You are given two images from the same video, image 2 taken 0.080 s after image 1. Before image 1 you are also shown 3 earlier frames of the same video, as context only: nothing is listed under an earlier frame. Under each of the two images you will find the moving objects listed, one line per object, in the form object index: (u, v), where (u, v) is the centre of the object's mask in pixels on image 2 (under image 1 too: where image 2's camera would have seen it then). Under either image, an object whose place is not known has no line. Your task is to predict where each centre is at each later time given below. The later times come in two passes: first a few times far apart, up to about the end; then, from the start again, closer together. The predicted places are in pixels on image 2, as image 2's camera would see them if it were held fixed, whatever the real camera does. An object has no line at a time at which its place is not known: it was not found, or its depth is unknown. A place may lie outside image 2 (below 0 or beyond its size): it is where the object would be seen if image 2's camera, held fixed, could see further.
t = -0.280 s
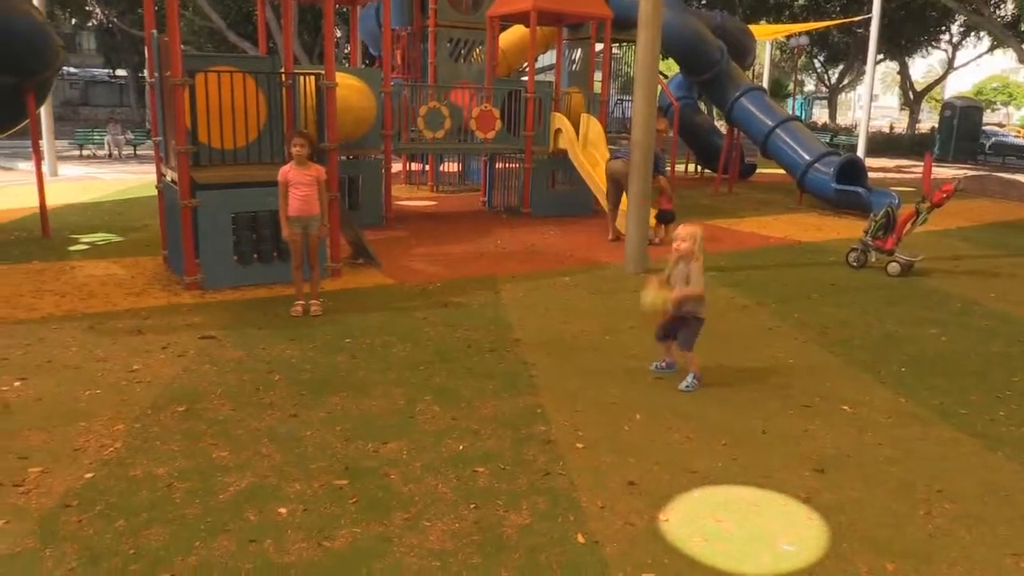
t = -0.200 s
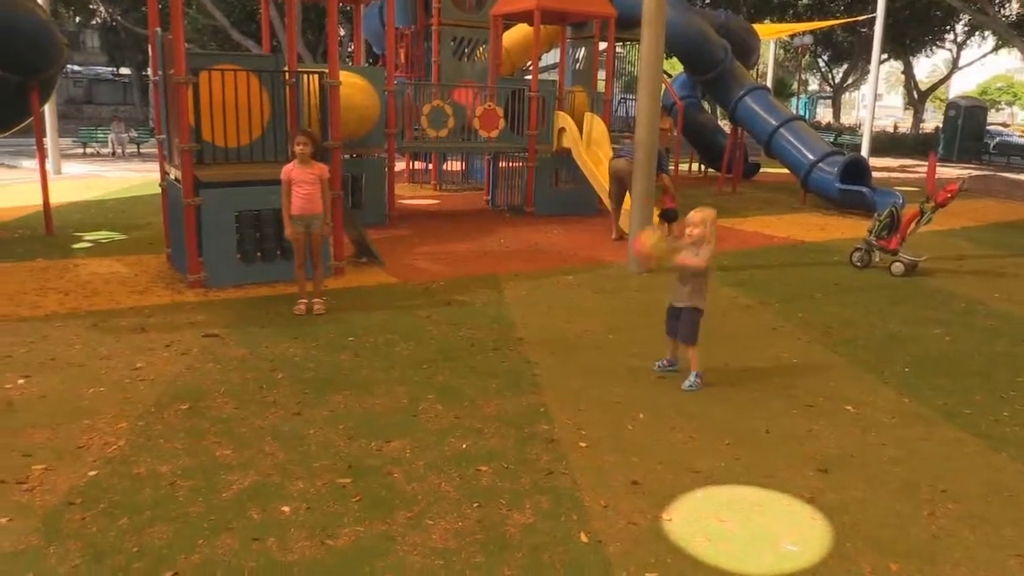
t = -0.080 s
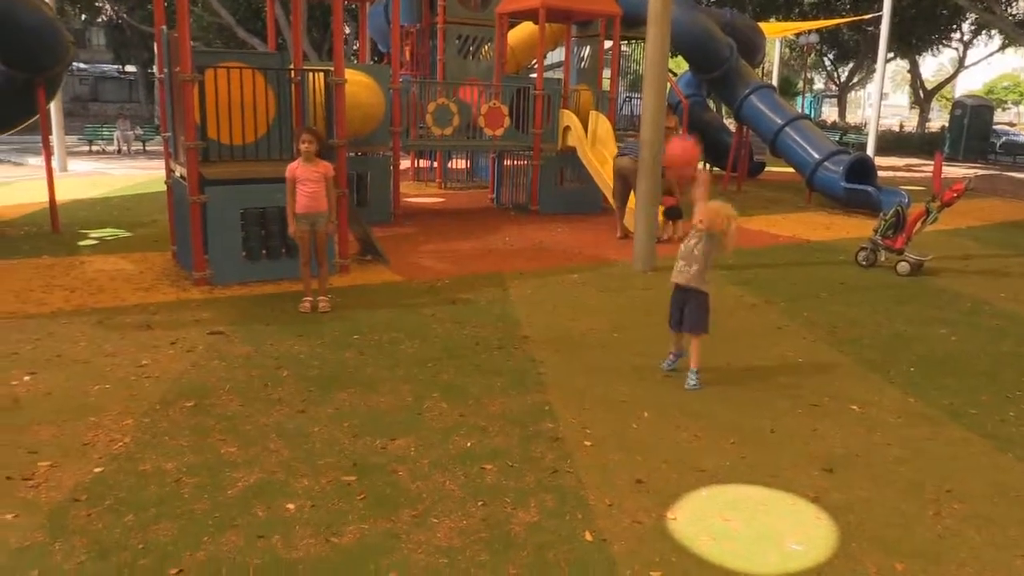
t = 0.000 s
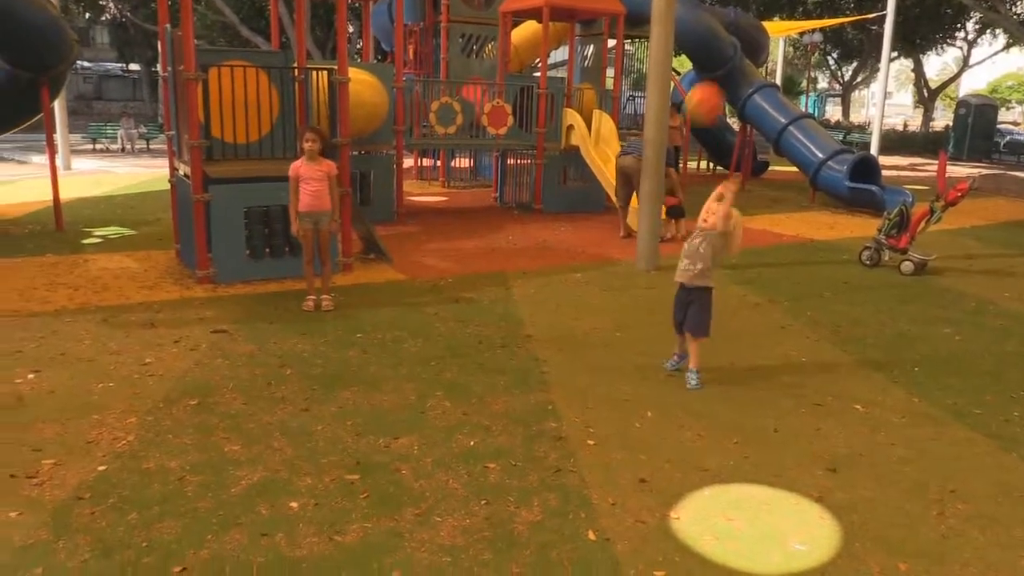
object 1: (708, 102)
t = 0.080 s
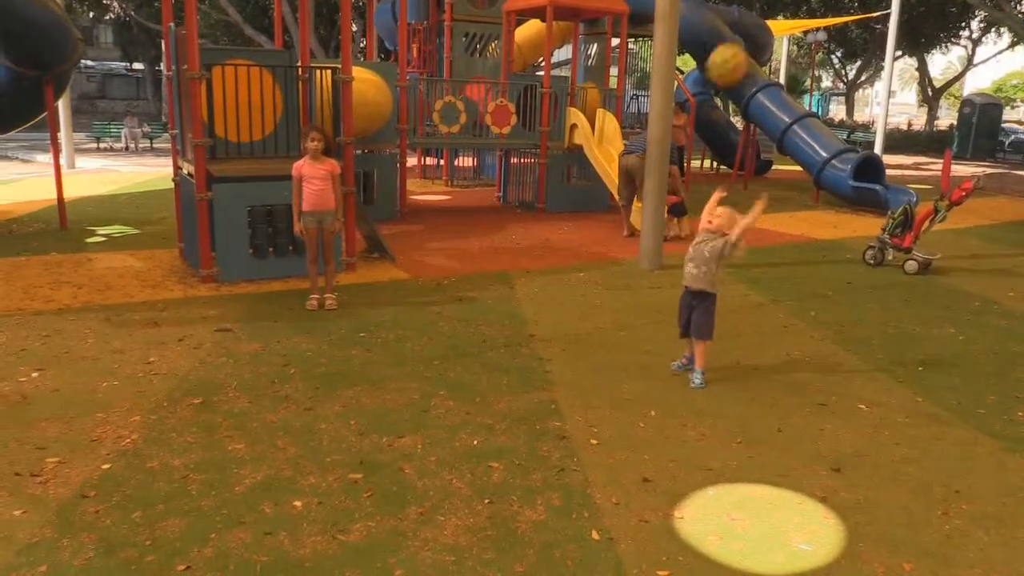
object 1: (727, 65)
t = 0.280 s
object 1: (771, 24)
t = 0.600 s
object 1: (823, 109)
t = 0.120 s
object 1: (737, 51)
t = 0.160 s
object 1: (746, 39)
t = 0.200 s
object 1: (756, 31)
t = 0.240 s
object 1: (764, 26)
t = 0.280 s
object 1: (771, 24)
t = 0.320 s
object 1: (778, 24)
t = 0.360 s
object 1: (785, 28)
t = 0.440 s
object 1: (800, 45)
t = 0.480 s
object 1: (807, 55)
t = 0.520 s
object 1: (811, 70)
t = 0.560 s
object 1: (816, 87)
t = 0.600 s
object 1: (823, 109)
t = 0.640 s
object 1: (826, 132)
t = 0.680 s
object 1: (828, 157)
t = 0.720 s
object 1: (829, 184)
